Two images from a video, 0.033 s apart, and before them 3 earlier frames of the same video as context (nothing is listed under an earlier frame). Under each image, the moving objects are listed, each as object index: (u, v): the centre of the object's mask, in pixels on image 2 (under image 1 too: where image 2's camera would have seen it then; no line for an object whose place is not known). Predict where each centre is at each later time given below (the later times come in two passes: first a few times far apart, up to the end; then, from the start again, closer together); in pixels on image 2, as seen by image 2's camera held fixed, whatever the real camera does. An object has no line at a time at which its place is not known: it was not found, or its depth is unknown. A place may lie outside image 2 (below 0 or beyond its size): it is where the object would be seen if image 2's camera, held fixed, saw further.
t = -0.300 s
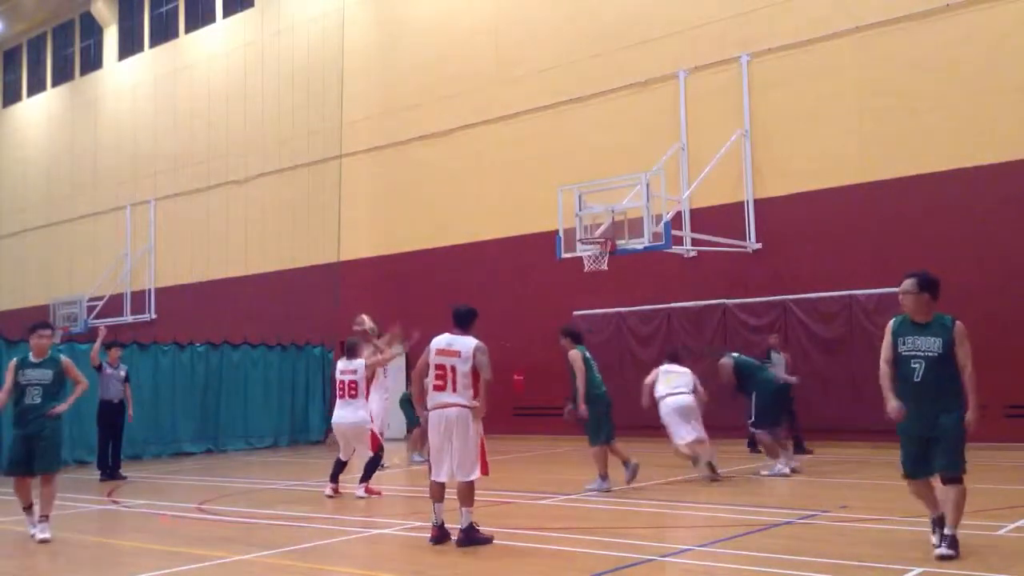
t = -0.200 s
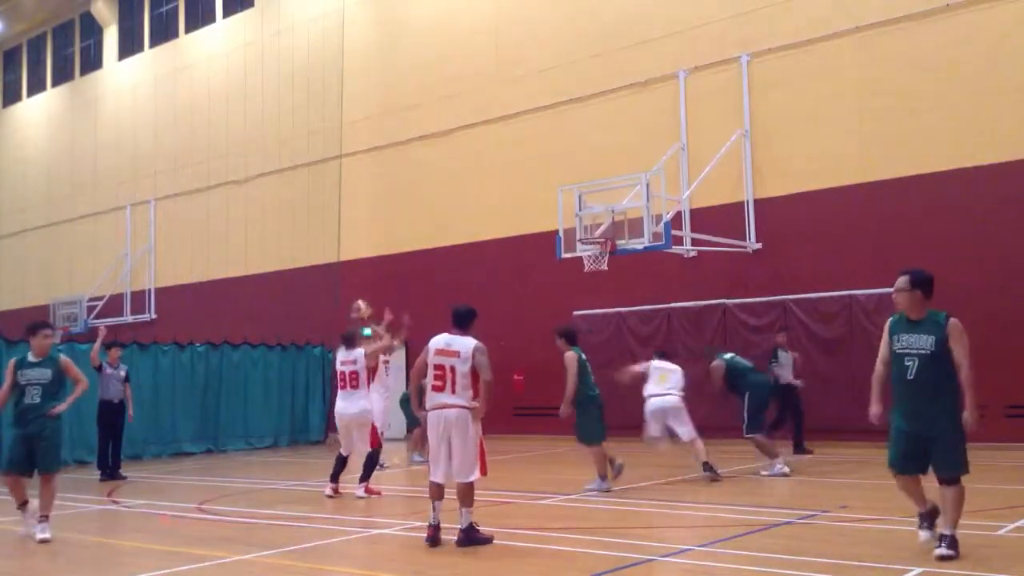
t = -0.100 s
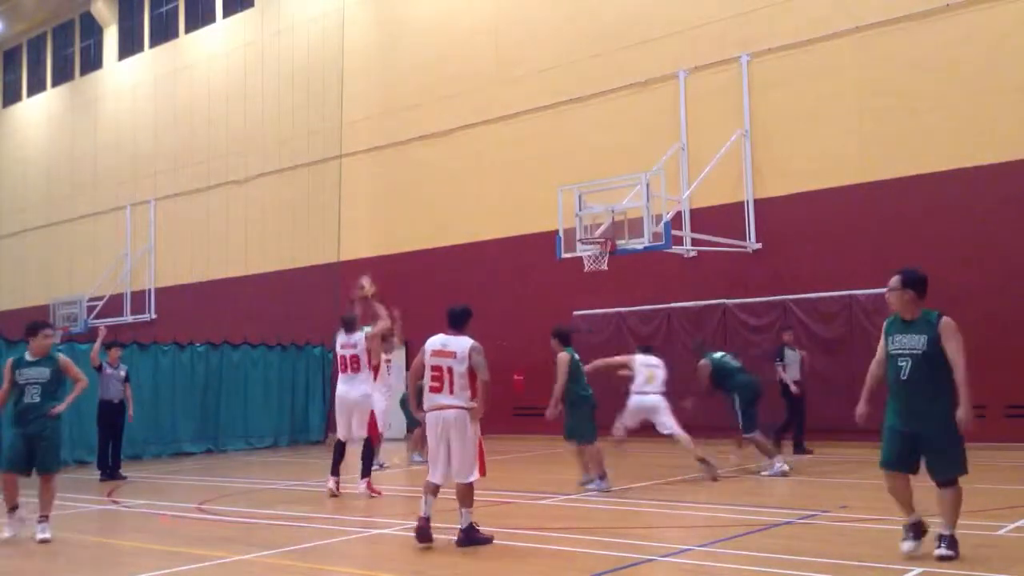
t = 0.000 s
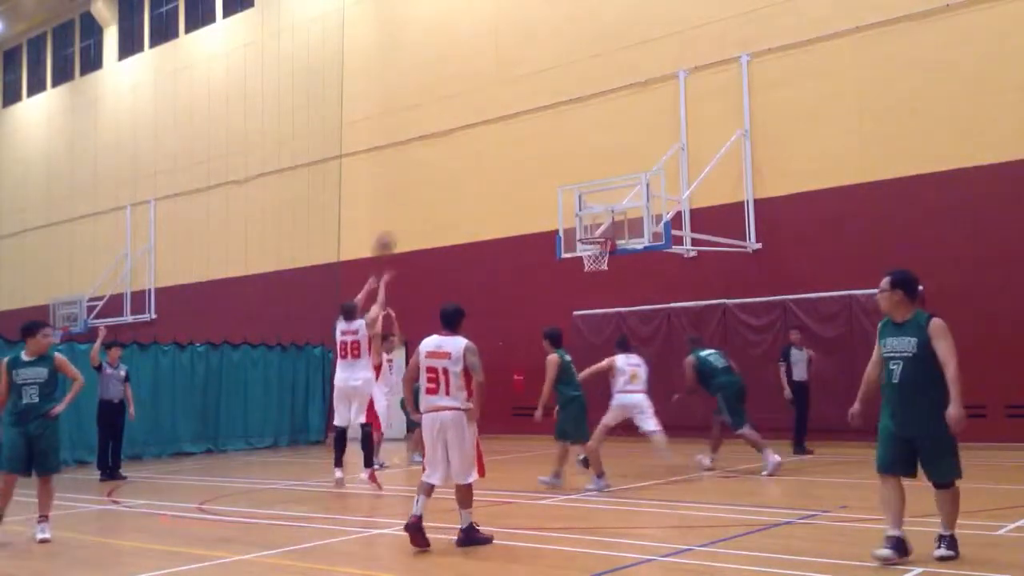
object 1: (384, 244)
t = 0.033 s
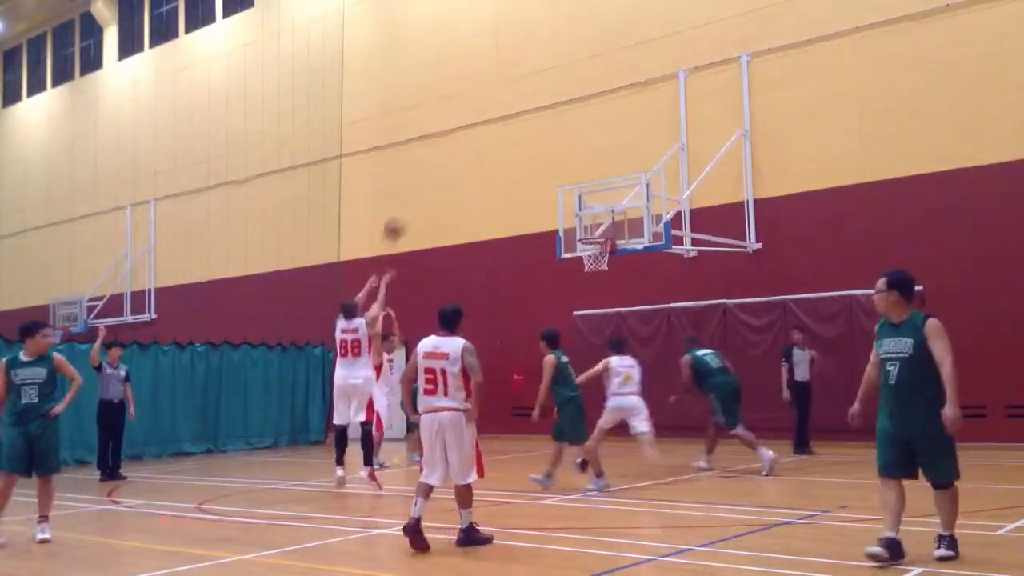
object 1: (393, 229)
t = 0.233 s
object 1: (441, 164)
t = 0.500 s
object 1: (497, 134)
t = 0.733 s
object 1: (541, 152)
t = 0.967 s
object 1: (580, 204)
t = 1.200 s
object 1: (592, 212)
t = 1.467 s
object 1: (577, 200)
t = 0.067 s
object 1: (401, 216)
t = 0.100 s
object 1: (410, 204)
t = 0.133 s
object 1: (418, 191)
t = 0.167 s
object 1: (426, 181)
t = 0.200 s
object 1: (434, 172)
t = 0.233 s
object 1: (441, 164)
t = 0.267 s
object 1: (449, 156)
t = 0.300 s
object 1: (455, 151)
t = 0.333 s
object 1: (464, 145)
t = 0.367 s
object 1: (470, 140)
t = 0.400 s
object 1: (477, 138)
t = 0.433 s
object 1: (484, 137)
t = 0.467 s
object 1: (491, 135)
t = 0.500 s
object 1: (497, 134)
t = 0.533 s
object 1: (504, 135)
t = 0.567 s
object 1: (510, 136)
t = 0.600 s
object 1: (516, 138)
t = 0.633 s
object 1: (523, 140)
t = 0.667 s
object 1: (528, 142)
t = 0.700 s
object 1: (534, 147)
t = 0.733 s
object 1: (541, 152)
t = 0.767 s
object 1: (546, 157)
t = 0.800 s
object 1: (553, 163)
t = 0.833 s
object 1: (558, 170)
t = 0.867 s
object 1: (564, 177)
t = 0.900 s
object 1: (569, 186)
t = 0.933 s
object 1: (575, 196)
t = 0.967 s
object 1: (580, 204)
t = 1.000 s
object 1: (586, 214)
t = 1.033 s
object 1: (590, 222)
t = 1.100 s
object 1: (601, 225)
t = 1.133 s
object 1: (595, 224)
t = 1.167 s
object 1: (595, 218)
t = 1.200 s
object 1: (592, 212)
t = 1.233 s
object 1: (590, 207)
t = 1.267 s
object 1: (588, 203)
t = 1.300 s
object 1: (586, 202)
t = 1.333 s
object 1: (583, 200)
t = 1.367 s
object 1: (581, 200)
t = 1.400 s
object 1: (580, 199)
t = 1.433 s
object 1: (579, 200)
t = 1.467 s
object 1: (577, 200)
